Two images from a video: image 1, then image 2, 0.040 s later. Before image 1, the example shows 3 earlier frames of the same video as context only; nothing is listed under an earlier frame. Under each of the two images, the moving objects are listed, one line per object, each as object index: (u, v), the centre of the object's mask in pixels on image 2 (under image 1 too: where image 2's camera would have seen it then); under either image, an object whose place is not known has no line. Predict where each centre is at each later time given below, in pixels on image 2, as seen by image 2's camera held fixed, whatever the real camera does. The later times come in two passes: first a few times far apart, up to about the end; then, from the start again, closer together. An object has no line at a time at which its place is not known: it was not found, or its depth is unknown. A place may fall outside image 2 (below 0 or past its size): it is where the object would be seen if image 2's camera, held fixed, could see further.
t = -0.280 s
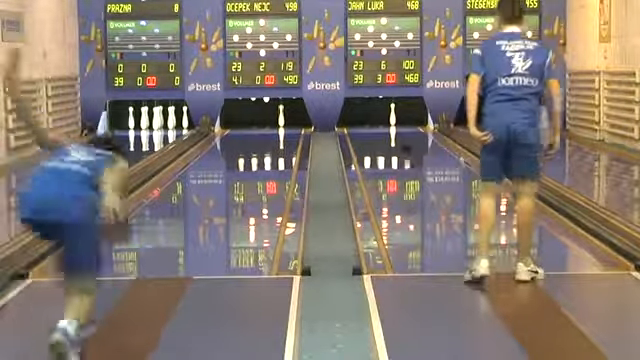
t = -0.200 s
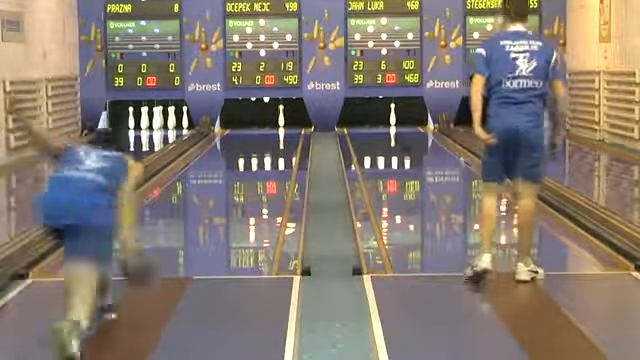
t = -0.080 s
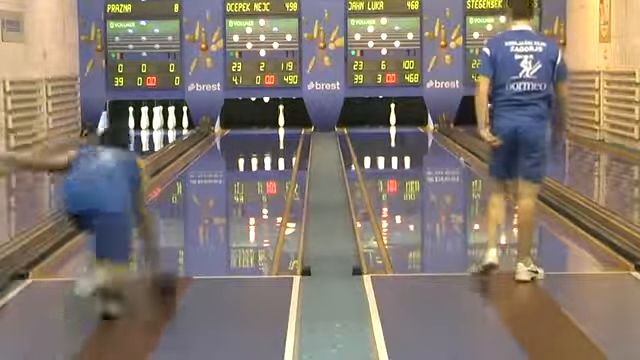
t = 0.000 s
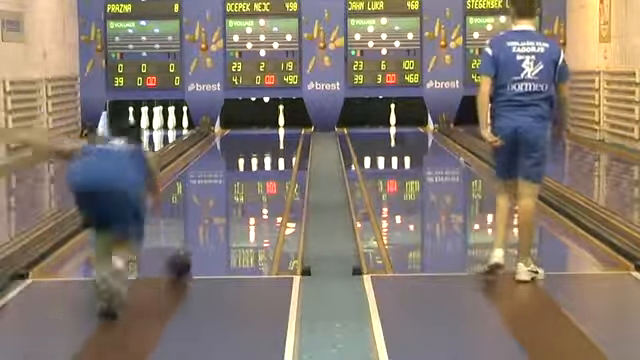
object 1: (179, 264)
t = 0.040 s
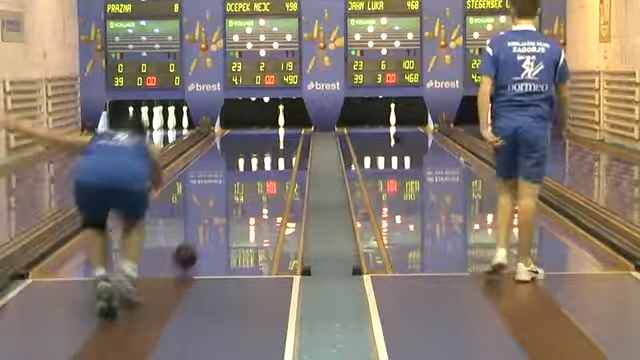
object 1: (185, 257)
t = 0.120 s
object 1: (196, 240)
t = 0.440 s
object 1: (227, 198)
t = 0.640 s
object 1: (239, 182)
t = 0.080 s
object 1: (190, 252)
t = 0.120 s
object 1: (196, 240)
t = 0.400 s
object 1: (223, 203)
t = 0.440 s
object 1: (227, 198)
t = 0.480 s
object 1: (230, 194)
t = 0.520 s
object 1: (232, 189)
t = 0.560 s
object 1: (234, 186)
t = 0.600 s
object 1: (237, 184)
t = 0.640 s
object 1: (239, 182)
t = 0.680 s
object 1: (242, 178)
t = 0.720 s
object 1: (243, 174)
